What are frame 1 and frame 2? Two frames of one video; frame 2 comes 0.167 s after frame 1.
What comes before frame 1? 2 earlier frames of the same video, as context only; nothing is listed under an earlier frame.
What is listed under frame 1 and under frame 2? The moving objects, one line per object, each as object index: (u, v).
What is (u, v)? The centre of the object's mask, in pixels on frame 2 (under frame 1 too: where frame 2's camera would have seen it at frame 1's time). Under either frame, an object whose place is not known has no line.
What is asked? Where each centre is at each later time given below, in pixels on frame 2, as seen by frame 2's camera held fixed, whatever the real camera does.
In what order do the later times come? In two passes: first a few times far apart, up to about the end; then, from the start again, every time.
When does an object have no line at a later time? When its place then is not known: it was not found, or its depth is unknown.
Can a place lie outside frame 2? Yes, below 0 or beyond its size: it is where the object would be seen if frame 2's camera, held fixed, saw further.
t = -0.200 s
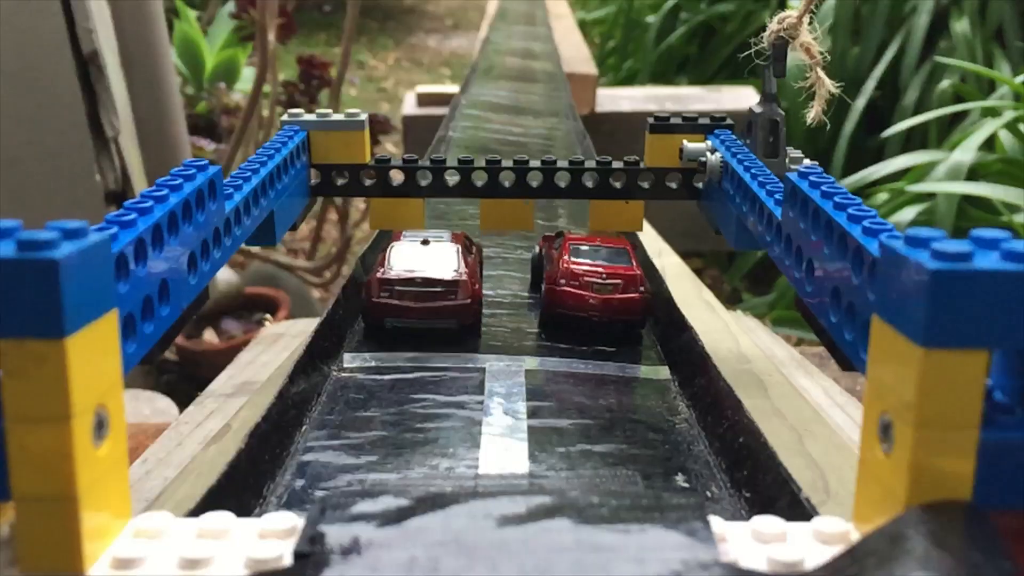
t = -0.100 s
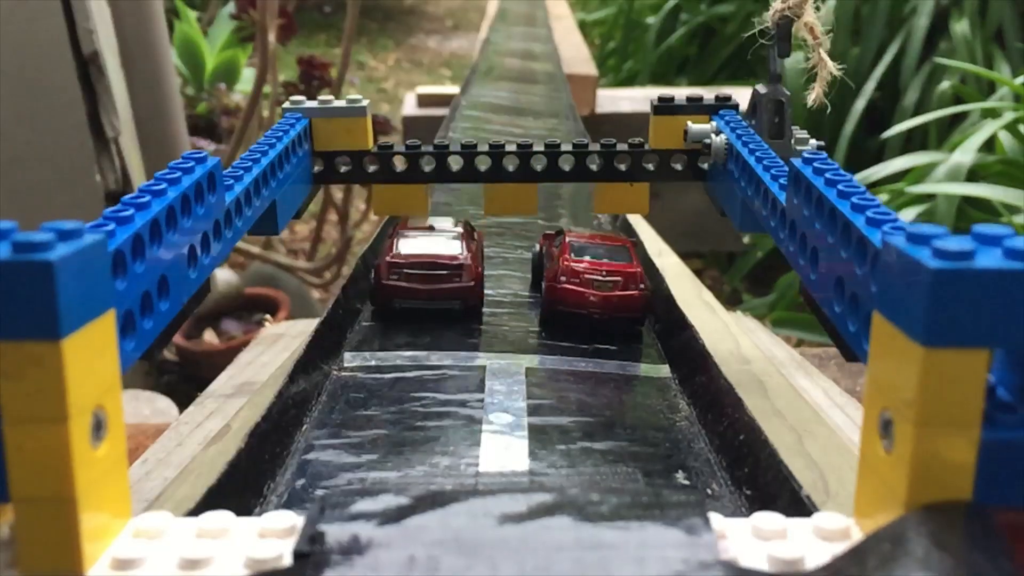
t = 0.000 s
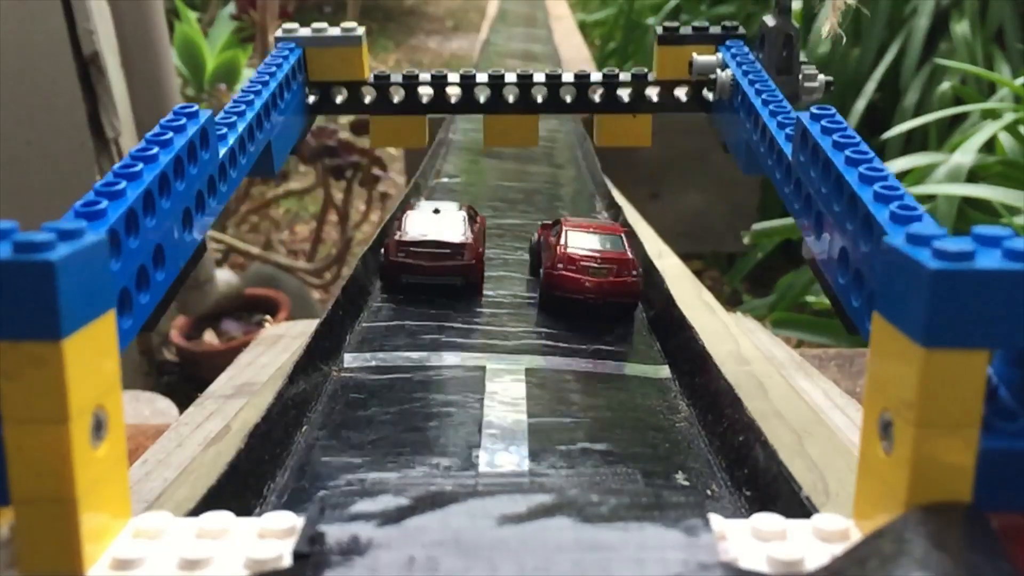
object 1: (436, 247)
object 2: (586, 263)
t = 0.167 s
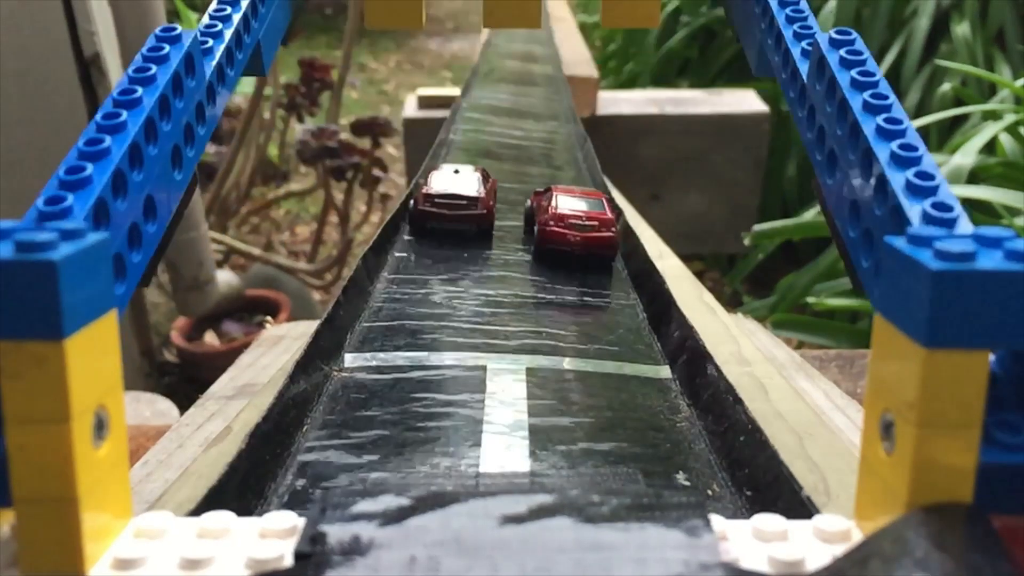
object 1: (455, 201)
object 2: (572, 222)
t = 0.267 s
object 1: (466, 173)
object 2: (562, 194)
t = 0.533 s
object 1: (499, 113)
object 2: (547, 130)
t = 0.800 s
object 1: (521, 70)
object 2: (548, 88)
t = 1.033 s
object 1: (536, 38)
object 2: (542, 54)
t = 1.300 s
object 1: (536, 8)
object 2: (539, 22)
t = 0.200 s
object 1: (458, 193)
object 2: (568, 214)
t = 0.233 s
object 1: (462, 183)
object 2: (565, 204)
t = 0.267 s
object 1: (466, 173)
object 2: (562, 194)
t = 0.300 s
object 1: (470, 163)
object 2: (559, 186)
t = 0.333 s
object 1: (475, 155)
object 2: (556, 177)
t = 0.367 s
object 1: (479, 148)
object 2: (554, 169)
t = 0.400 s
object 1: (484, 139)
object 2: (552, 159)
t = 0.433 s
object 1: (489, 131)
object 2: (550, 152)
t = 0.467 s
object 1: (492, 126)
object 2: (549, 145)
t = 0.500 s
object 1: (496, 119)
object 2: (548, 138)
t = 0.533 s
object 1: (499, 113)
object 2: (547, 130)
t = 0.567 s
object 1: (502, 110)
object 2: (546, 126)
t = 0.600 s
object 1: (505, 102)
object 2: (546, 120)
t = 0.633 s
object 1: (507, 98)
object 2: (546, 113)
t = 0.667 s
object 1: (510, 90)
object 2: (546, 108)
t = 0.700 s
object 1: (513, 84)
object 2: (546, 106)
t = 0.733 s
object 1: (516, 79)
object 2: (548, 97)
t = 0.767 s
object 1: (518, 77)
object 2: (549, 92)
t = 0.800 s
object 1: (521, 70)
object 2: (548, 88)
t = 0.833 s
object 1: (524, 67)
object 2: (546, 83)
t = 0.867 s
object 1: (527, 62)
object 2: (546, 77)
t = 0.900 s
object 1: (530, 58)
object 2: (545, 73)
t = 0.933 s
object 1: (535, 52)
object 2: (544, 66)
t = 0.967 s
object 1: (537, 46)
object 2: (543, 64)
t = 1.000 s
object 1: (537, 41)
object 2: (543, 59)
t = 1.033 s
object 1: (536, 38)
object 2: (542, 54)
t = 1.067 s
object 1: (537, 33)
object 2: (541, 49)
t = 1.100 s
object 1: (537, 29)
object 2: (541, 45)
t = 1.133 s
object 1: (536, 25)
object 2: (541, 41)
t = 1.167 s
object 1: (536, 21)
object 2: (540, 37)
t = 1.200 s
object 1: (536, 17)
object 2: (540, 33)
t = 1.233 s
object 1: (536, 14)
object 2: (539, 30)
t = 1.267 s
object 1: (536, 11)
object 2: (539, 25)
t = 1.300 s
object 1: (536, 8)
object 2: (539, 22)
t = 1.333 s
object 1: (535, 4)
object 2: (538, 20)
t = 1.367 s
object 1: (535, 1)
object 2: (538, 17)
